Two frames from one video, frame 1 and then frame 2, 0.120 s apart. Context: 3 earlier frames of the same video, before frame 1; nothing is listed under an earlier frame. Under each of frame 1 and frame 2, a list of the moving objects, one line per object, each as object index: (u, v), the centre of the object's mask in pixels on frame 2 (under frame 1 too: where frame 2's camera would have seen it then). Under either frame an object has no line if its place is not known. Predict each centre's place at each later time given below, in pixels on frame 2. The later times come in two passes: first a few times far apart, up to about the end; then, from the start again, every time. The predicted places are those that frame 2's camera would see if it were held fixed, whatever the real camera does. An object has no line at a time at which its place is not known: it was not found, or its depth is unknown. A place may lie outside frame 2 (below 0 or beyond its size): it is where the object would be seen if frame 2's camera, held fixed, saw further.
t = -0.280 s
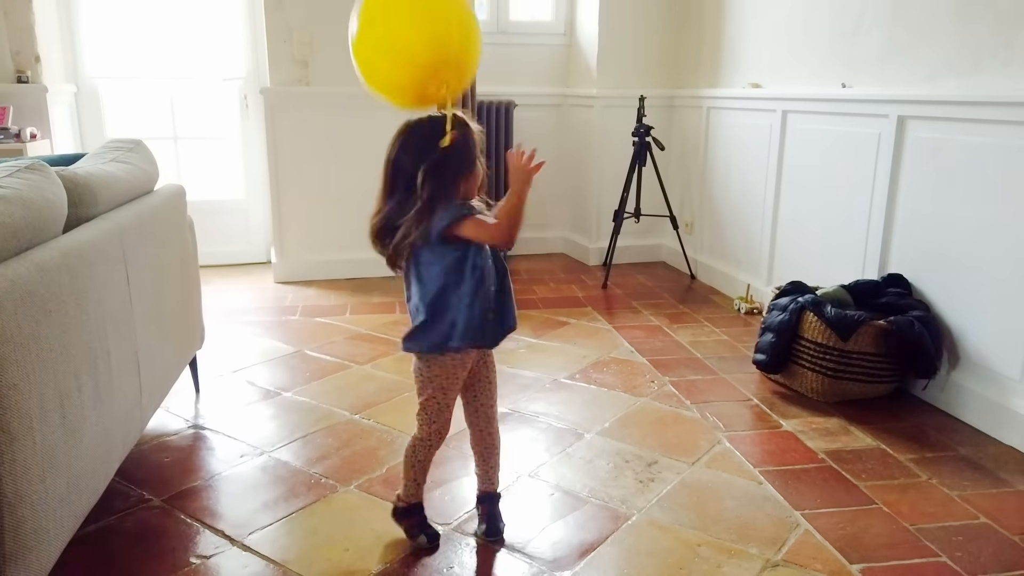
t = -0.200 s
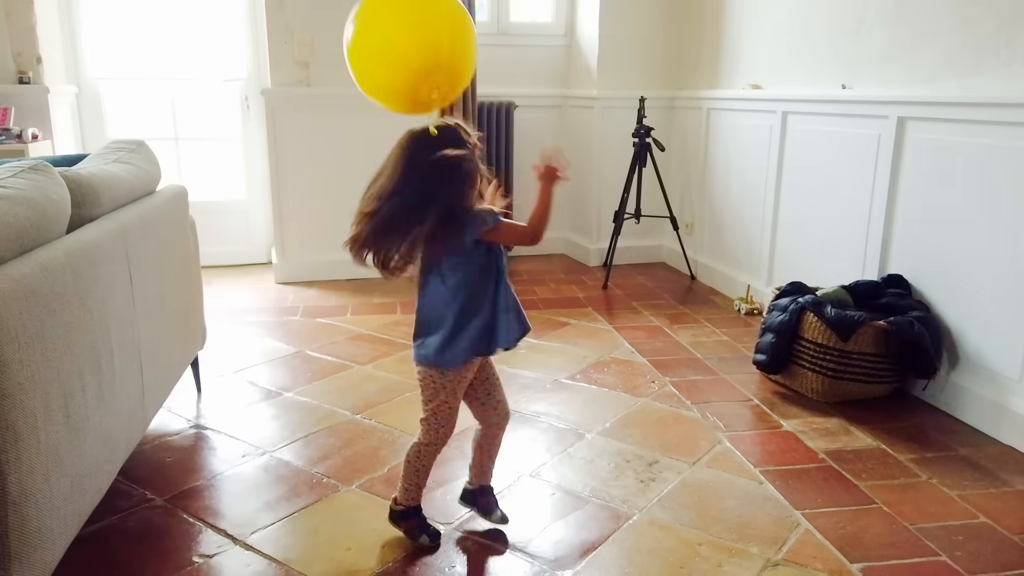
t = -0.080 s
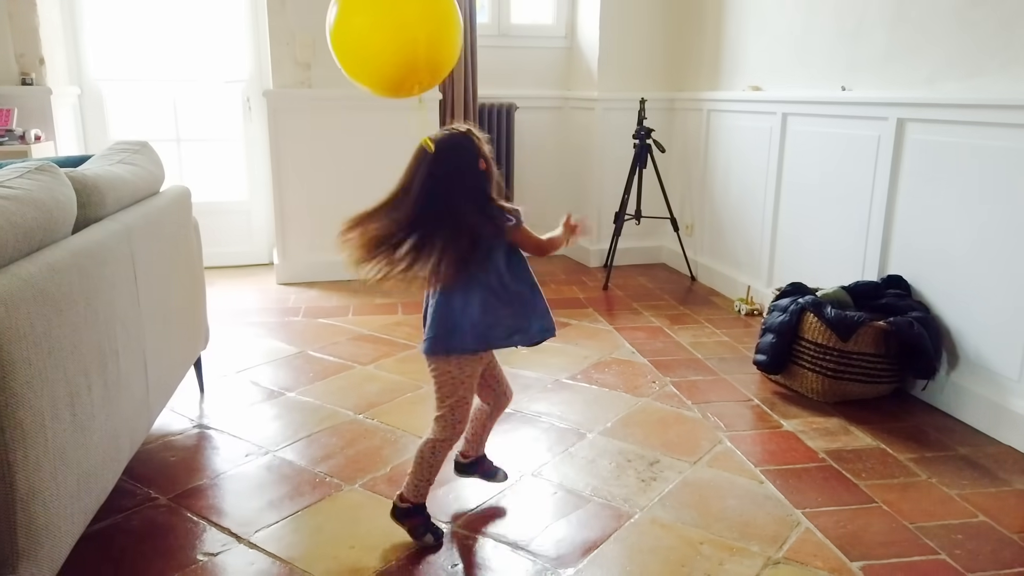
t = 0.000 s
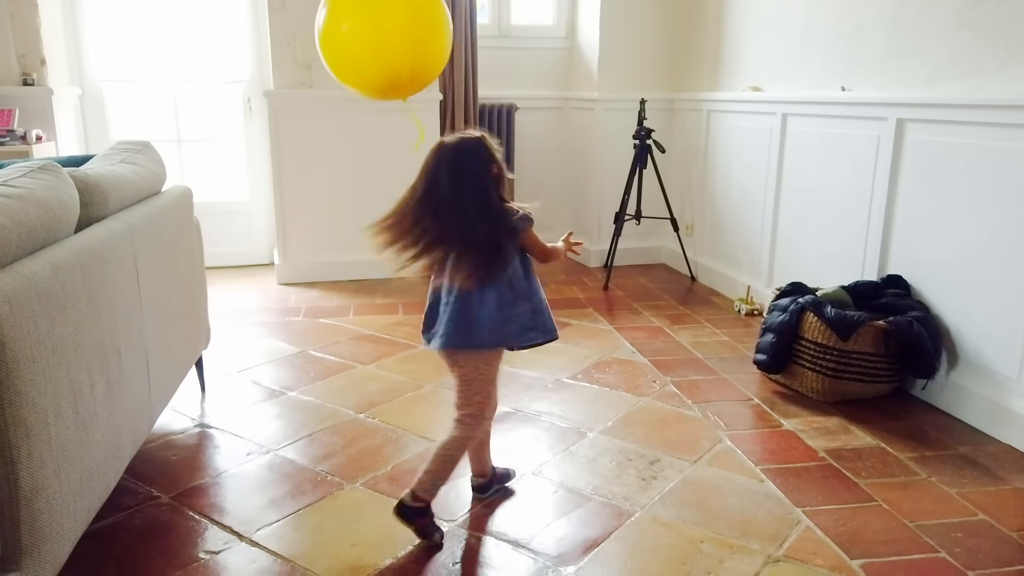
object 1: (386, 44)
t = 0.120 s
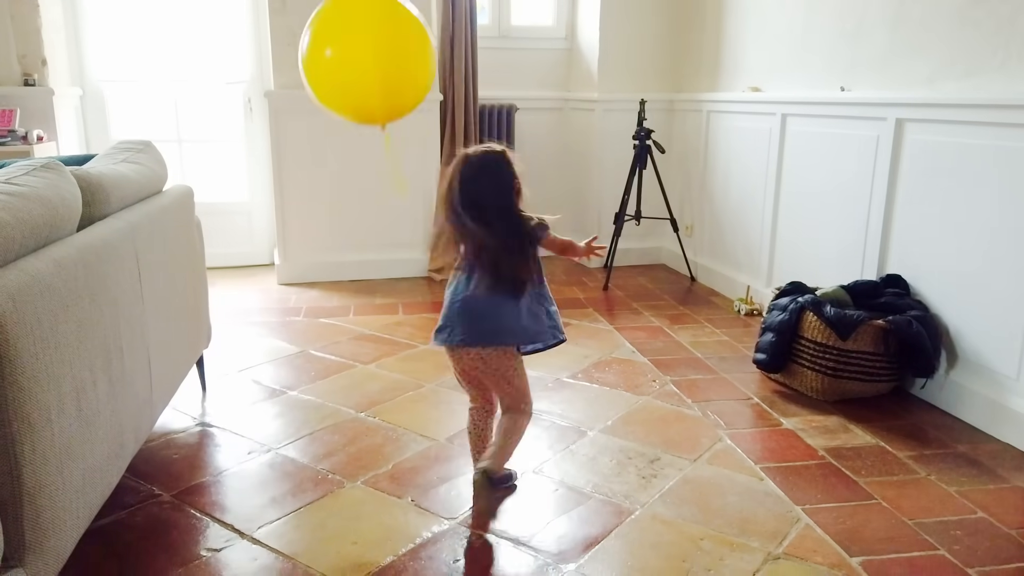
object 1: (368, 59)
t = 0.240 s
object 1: (351, 108)
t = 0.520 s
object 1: (323, 317)
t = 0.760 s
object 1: (326, 483)
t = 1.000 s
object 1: (306, 356)
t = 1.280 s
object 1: (284, 327)
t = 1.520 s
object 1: (272, 401)
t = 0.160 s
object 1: (362, 70)
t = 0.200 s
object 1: (357, 88)
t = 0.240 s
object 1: (351, 108)
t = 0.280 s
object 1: (346, 132)
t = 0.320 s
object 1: (341, 158)
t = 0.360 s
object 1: (337, 187)
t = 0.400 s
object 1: (333, 218)
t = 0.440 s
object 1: (330, 249)
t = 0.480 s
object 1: (326, 283)
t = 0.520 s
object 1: (323, 317)
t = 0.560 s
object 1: (322, 354)
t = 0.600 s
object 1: (321, 390)
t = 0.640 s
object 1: (321, 427)
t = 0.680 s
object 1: (322, 462)
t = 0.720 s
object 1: (324, 496)
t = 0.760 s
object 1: (326, 483)
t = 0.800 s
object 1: (325, 455)
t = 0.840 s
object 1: (322, 430)
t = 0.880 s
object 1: (318, 408)
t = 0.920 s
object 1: (314, 387)
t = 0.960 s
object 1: (310, 370)
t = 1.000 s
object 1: (306, 356)
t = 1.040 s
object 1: (302, 343)
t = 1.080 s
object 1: (299, 334)
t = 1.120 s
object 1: (295, 327)
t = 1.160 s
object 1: (292, 323)
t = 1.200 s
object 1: (289, 322)
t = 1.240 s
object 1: (287, 323)
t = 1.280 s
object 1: (284, 327)
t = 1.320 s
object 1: (282, 332)
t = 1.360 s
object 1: (280, 341)
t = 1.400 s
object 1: (278, 353)
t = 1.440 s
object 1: (276, 367)
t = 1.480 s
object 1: (274, 383)
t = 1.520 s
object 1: (272, 401)
